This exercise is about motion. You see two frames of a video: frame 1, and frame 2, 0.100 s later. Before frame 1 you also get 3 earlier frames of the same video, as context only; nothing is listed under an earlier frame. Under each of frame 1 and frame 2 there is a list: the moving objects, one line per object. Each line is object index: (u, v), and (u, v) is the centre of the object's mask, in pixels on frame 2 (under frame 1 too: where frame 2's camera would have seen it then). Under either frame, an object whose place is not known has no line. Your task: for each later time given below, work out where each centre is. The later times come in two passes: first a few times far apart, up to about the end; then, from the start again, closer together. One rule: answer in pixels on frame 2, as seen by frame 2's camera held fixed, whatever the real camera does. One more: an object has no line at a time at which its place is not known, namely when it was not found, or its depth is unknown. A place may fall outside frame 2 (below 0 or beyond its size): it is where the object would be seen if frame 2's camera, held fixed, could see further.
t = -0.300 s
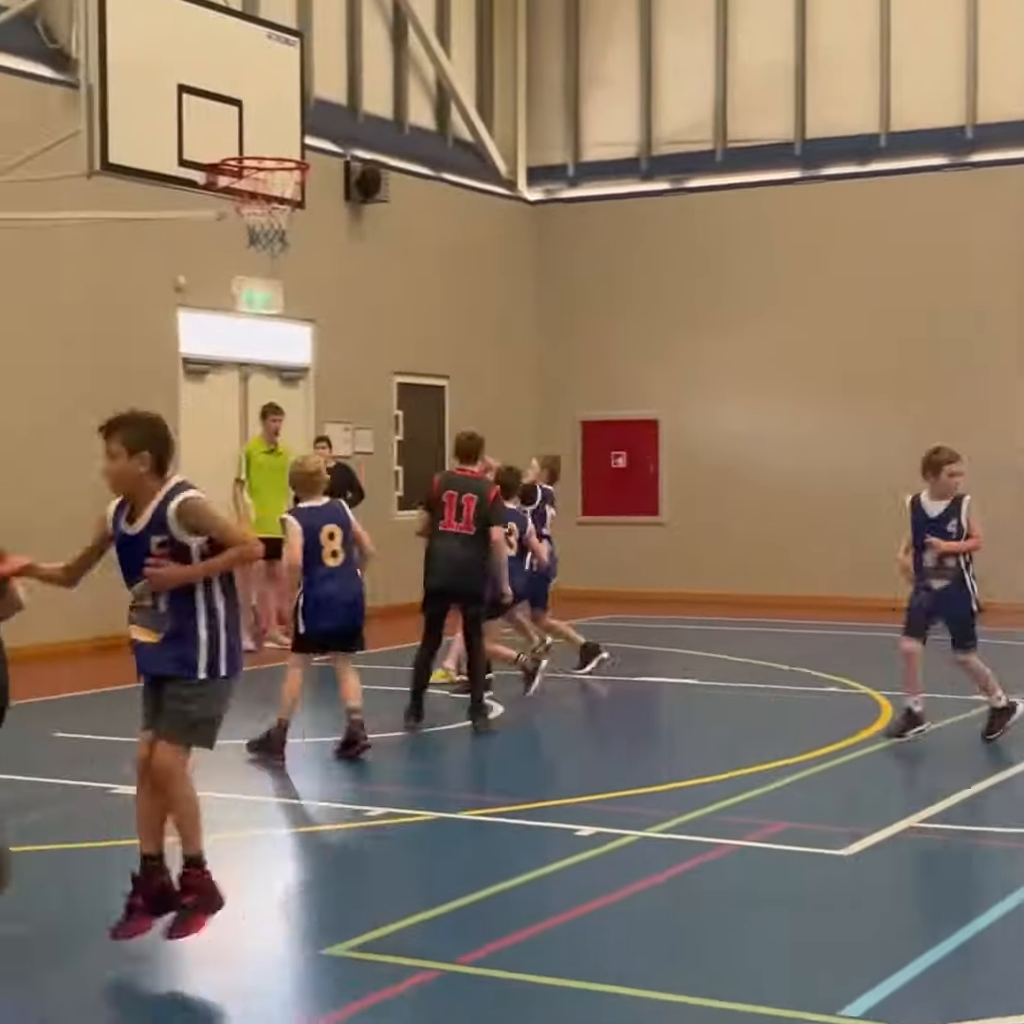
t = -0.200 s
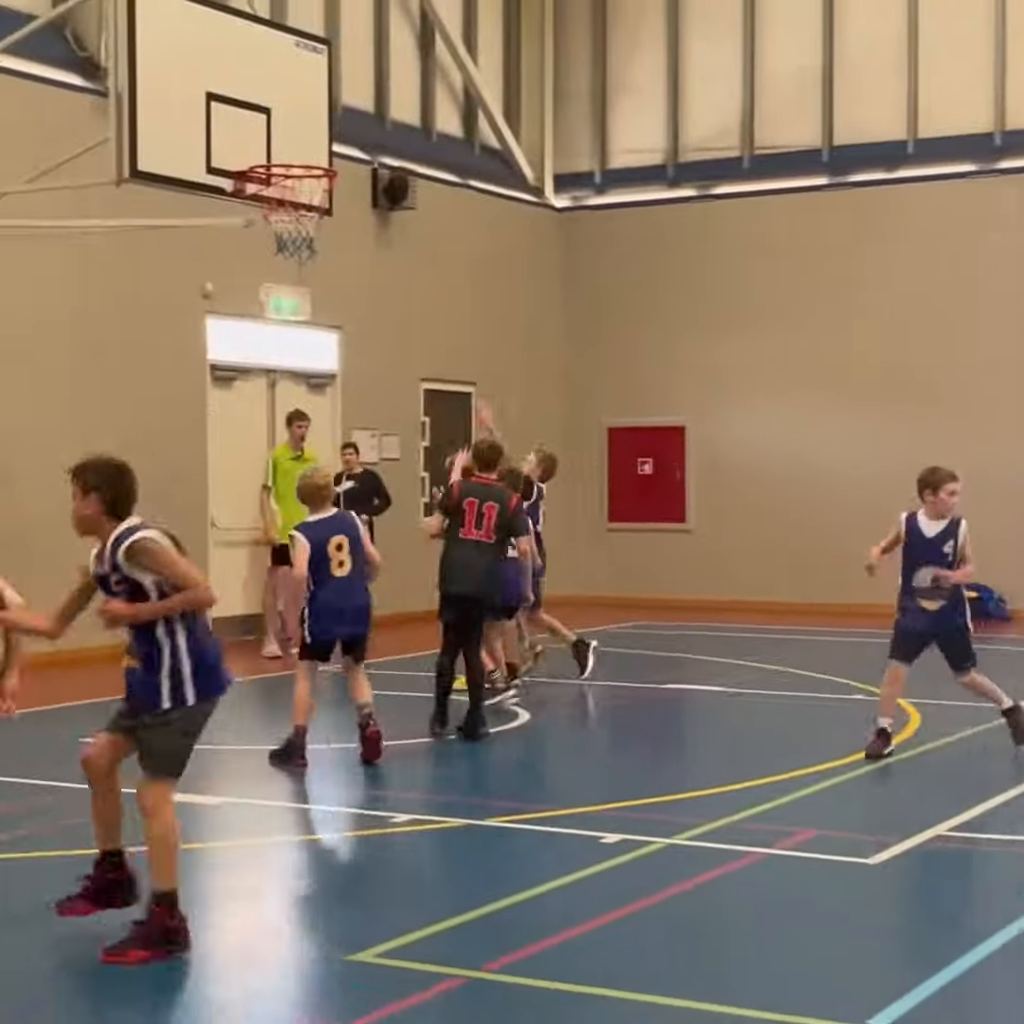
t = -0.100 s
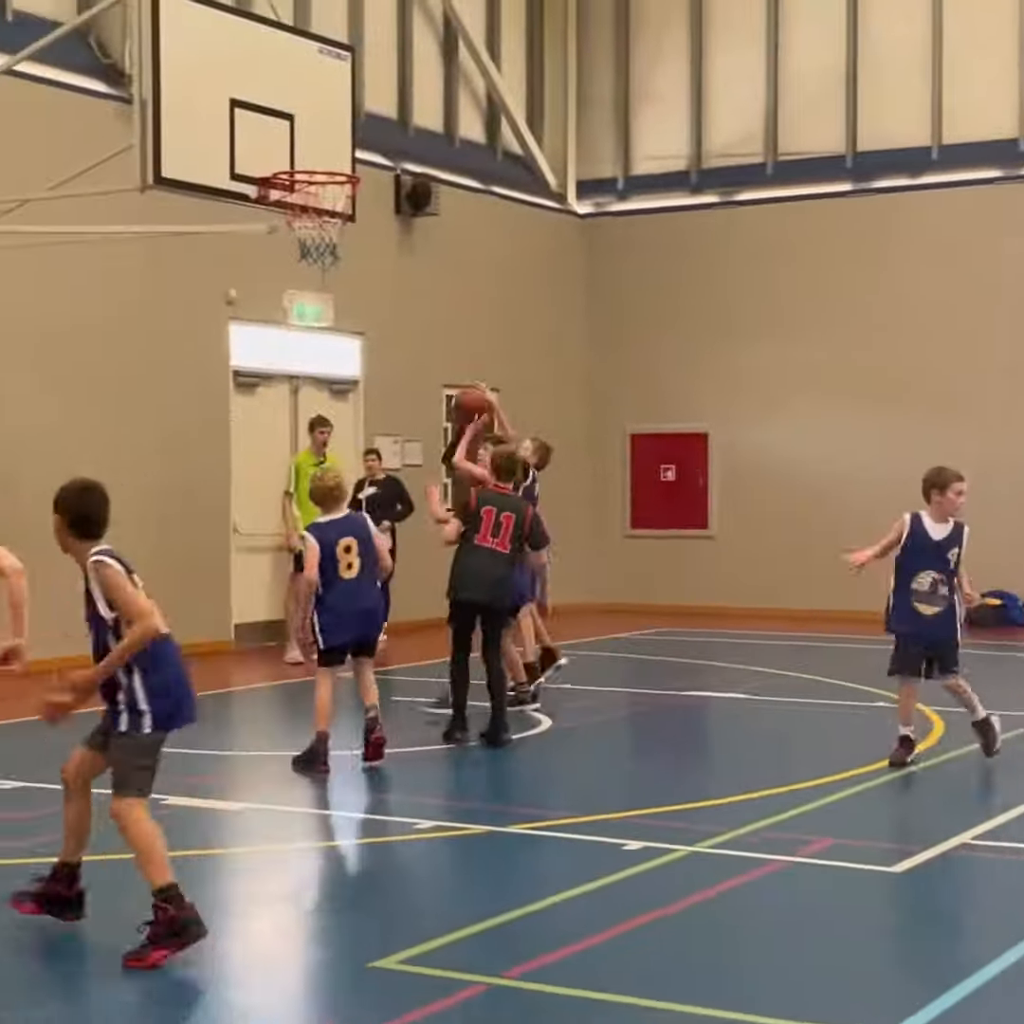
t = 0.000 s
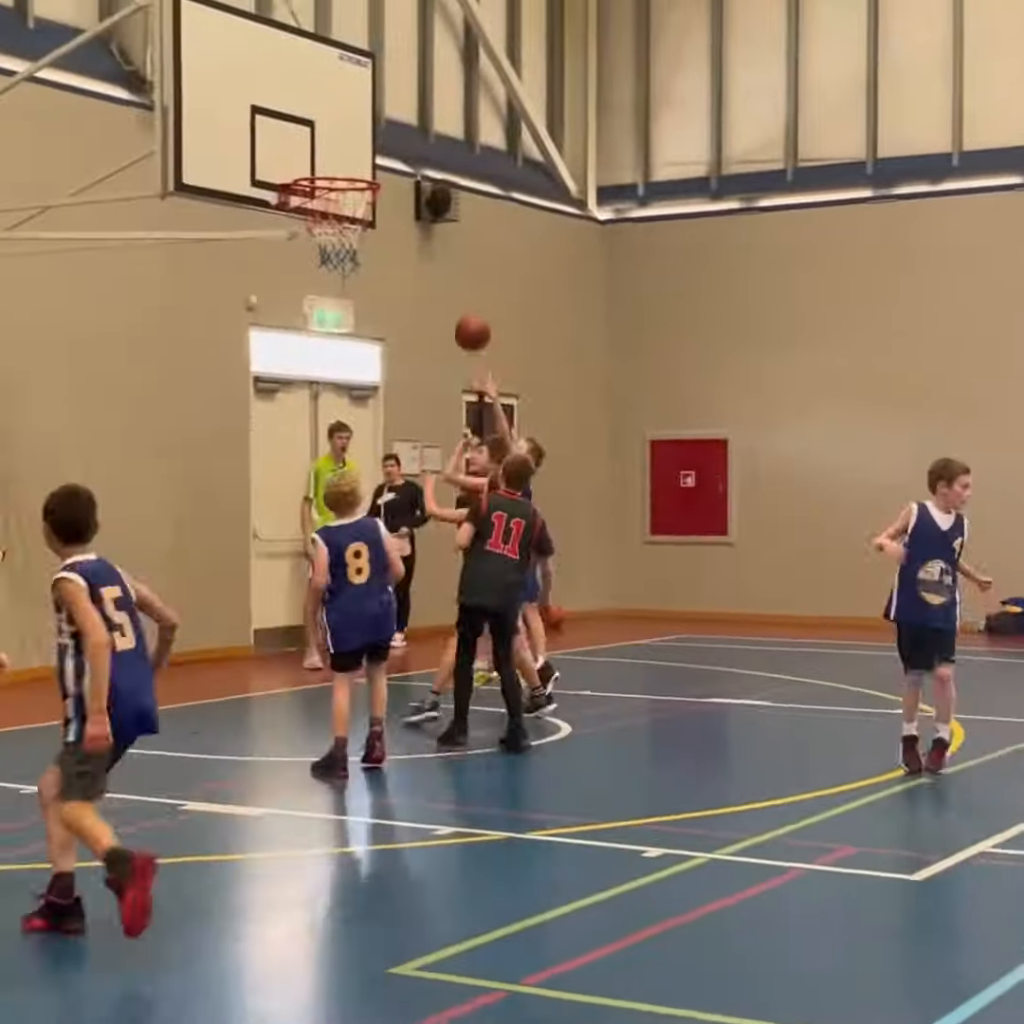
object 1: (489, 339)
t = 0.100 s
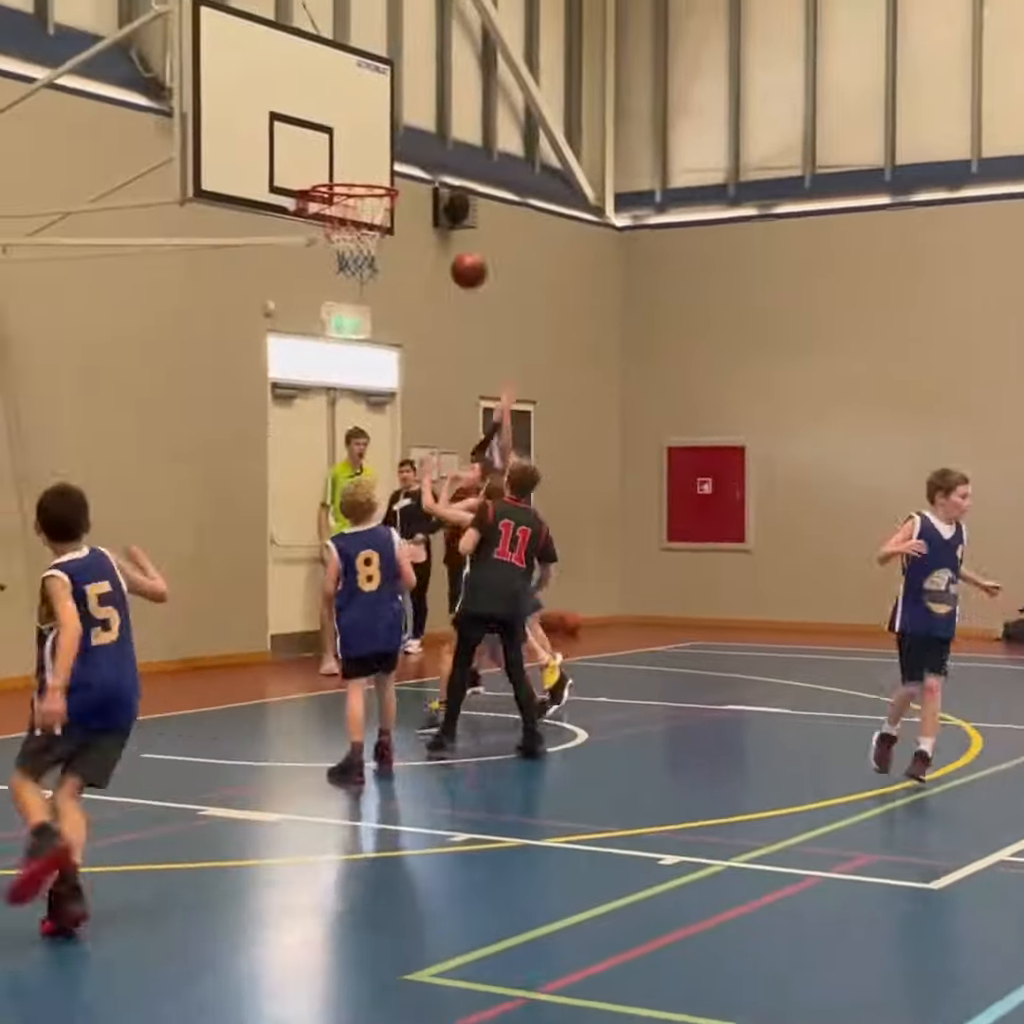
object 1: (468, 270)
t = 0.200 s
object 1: (447, 216)
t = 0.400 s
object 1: (402, 151)
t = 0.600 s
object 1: (357, 151)
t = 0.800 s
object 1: (369, 183)
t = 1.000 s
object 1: (341, 206)
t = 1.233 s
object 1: (332, 228)
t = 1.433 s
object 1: (354, 283)
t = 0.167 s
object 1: (455, 232)
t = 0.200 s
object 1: (447, 216)
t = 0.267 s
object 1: (434, 188)
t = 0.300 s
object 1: (426, 175)
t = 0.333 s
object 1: (419, 165)
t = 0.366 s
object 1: (410, 158)
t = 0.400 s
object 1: (402, 151)
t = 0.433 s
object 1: (395, 146)
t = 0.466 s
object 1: (387, 143)
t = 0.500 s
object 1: (380, 142)
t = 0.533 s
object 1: (372, 144)
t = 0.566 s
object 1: (364, 147)
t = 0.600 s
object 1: (357, 151)
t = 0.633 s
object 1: (349, 158)
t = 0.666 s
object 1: (340, 166)
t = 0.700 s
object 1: (335, 171)
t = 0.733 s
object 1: (347, 171)
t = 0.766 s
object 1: (358, 172)
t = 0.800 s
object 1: (369, 183)
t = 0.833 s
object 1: (375, 187)
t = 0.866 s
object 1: (369, 186)
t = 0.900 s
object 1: (362, 189)
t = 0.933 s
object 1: (355, 193)
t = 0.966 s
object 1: (348, 199)
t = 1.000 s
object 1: (341, 206)
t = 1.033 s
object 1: (335, 215)
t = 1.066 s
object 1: (329, 220)
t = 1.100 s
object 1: (323, 219)
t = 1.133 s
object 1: (325, 225)
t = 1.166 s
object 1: (327, 225)
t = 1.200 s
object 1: (329, 226)
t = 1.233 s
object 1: (332, 228)
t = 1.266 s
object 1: (331, 237)
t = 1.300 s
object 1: (335, 251)
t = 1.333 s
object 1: (342, 250)
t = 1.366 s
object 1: (345, 262)
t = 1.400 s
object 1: (350, 269)
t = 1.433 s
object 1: (354, 283)
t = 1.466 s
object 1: (358, 296)
